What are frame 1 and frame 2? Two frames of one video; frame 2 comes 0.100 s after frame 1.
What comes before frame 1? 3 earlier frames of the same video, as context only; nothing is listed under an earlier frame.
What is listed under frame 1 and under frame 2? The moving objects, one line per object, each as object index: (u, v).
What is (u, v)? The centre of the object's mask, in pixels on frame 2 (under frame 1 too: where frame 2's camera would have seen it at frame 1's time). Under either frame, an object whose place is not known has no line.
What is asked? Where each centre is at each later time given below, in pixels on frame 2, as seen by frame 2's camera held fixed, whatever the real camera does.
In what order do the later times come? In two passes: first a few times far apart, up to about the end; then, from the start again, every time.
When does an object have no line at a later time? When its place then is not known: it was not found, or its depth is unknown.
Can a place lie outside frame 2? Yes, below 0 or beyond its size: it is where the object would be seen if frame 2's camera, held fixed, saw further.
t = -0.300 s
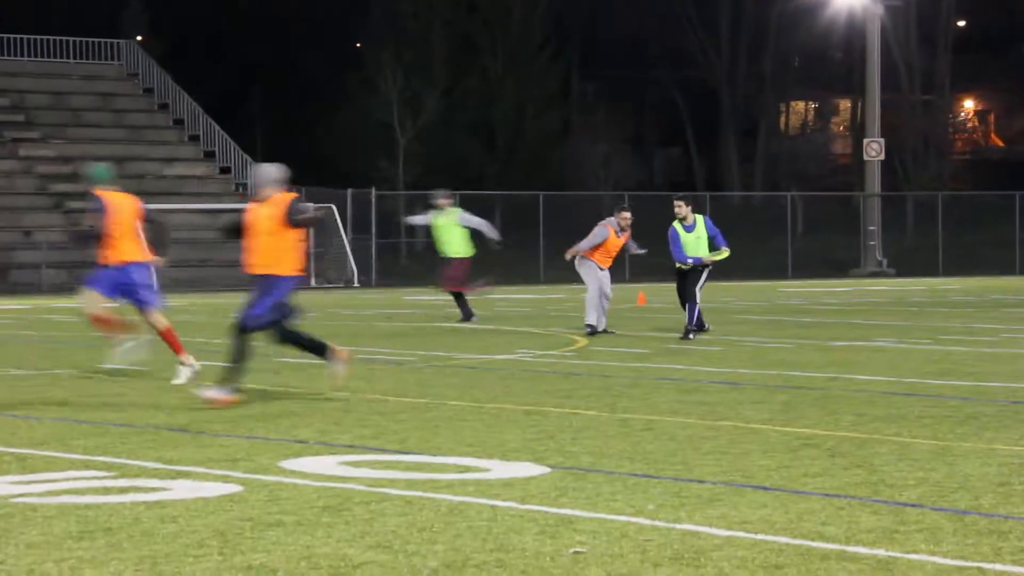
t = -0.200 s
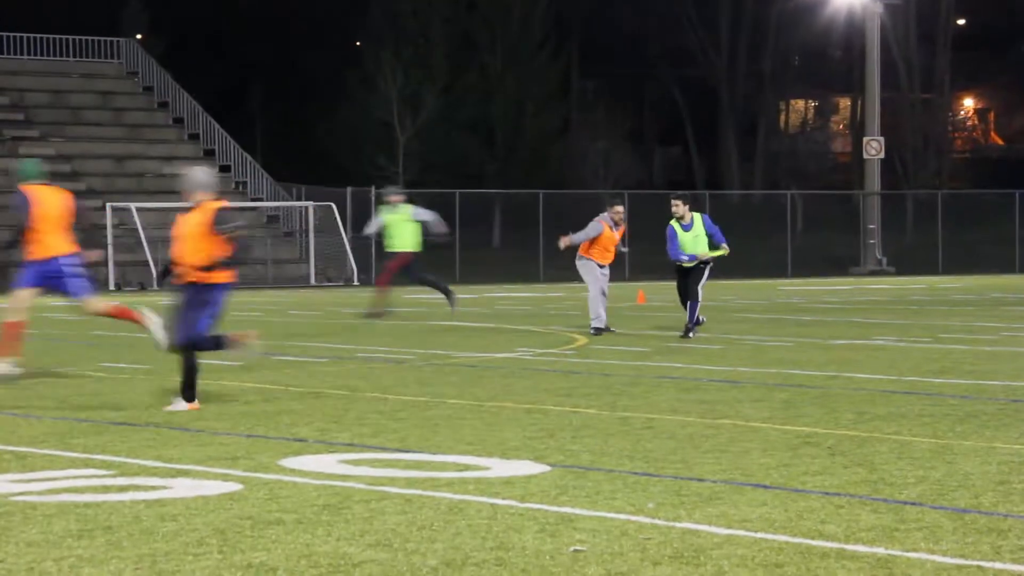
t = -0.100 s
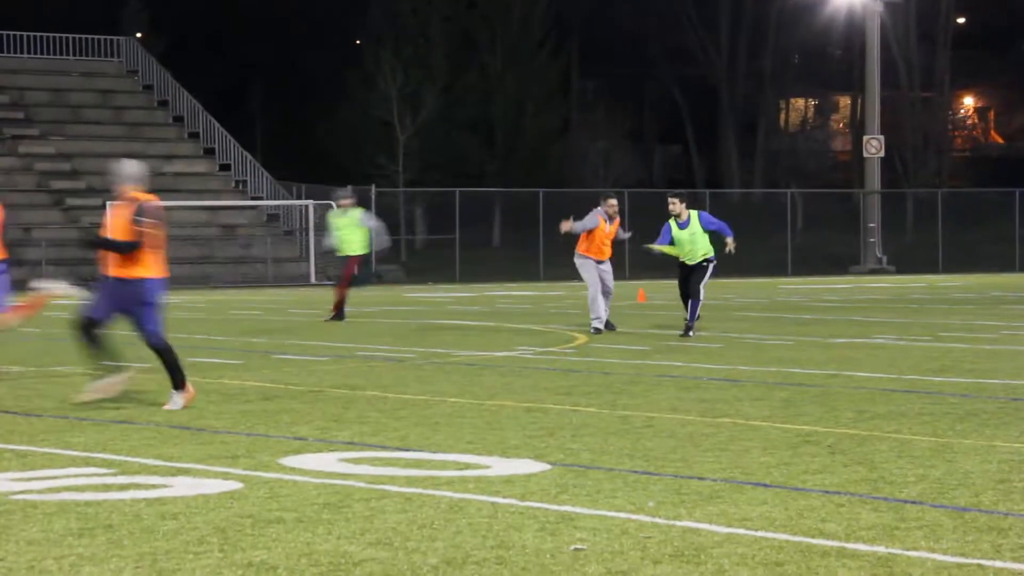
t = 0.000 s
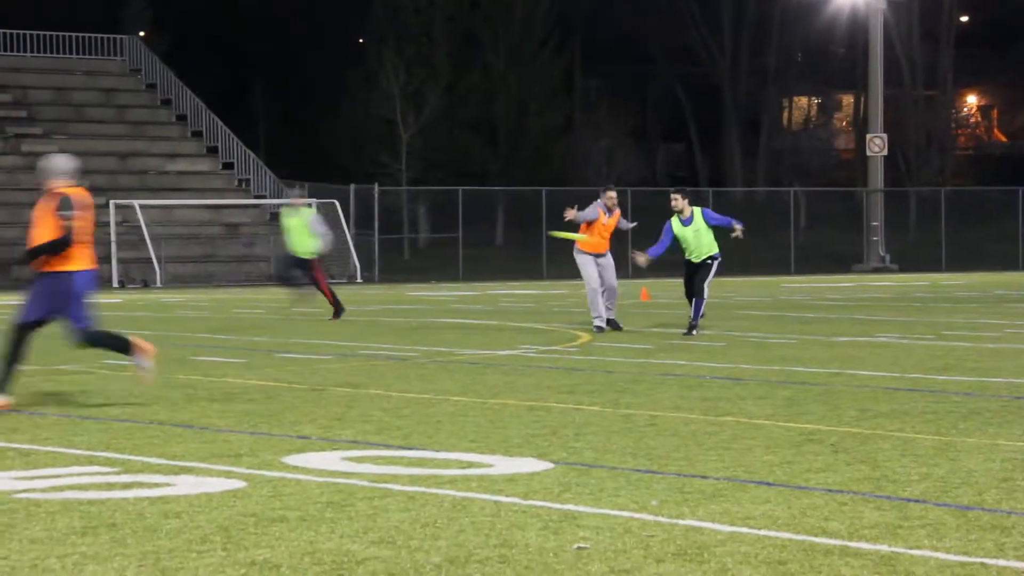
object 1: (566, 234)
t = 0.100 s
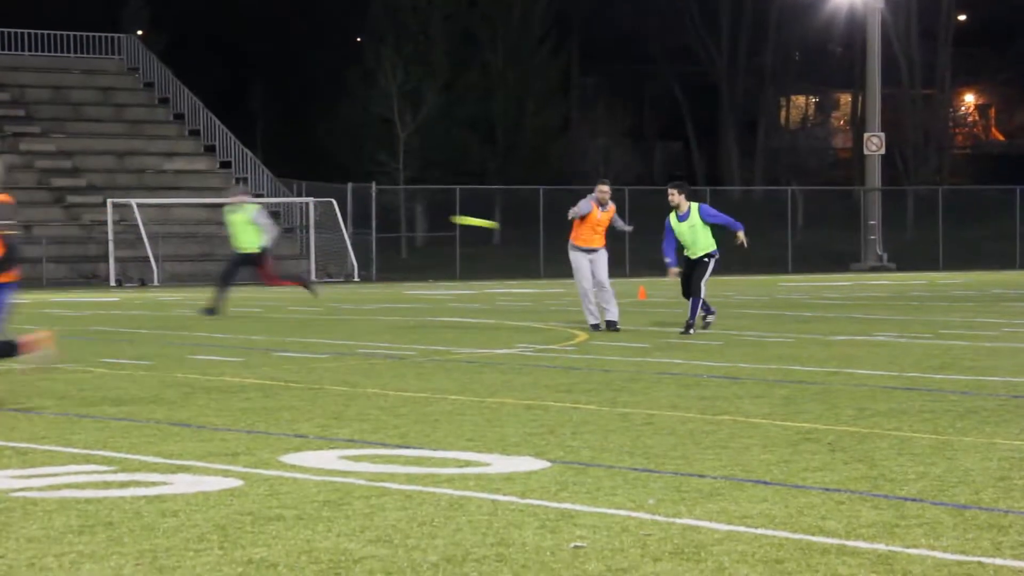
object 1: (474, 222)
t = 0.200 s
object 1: (383, 209)
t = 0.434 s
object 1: (190, 185)
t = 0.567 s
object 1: (82, 179)
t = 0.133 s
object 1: (443, 217)
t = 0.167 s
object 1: (414, 213)
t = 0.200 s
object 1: (383, 209)
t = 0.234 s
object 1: (356, 205)
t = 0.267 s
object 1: (327, 201)
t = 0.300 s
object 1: (299, 197)
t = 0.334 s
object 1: (273, 193)
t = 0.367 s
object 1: (246, 190)
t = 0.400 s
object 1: (218, 188)
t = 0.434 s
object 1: (190, 185)
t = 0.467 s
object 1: (162, 183)
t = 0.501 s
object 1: (135, 182)
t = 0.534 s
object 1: (108, 180)
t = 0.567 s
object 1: (82, 179)
